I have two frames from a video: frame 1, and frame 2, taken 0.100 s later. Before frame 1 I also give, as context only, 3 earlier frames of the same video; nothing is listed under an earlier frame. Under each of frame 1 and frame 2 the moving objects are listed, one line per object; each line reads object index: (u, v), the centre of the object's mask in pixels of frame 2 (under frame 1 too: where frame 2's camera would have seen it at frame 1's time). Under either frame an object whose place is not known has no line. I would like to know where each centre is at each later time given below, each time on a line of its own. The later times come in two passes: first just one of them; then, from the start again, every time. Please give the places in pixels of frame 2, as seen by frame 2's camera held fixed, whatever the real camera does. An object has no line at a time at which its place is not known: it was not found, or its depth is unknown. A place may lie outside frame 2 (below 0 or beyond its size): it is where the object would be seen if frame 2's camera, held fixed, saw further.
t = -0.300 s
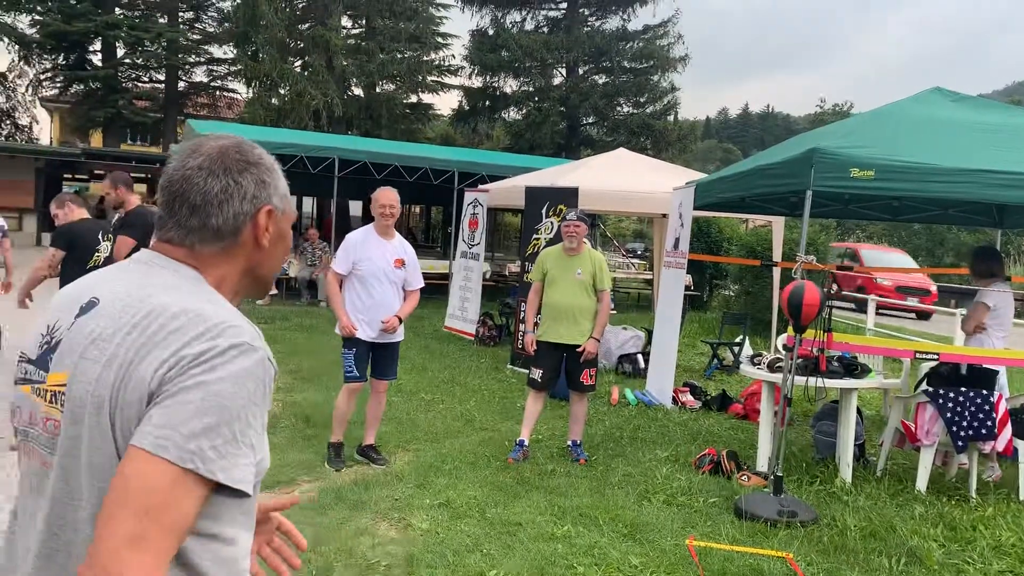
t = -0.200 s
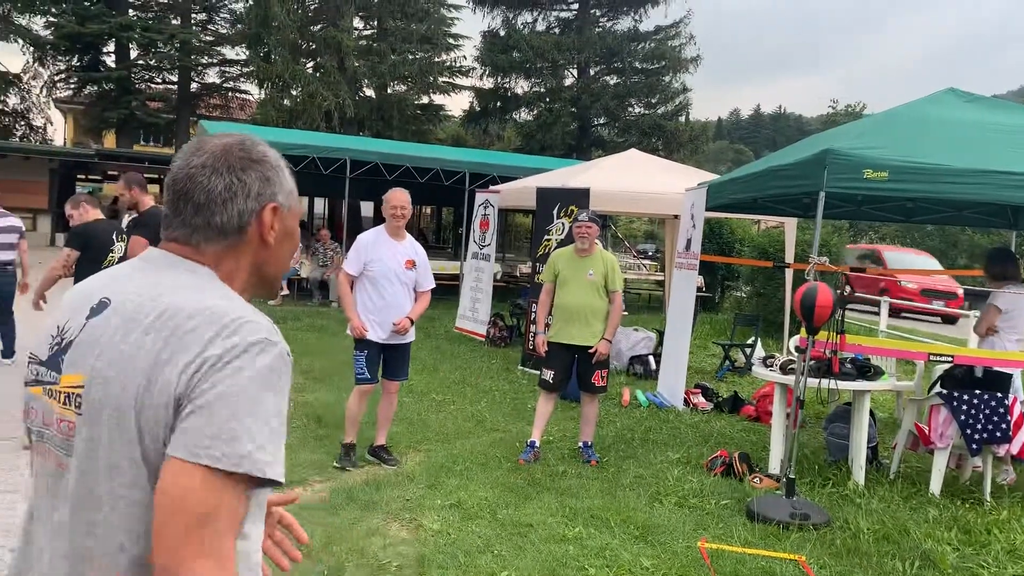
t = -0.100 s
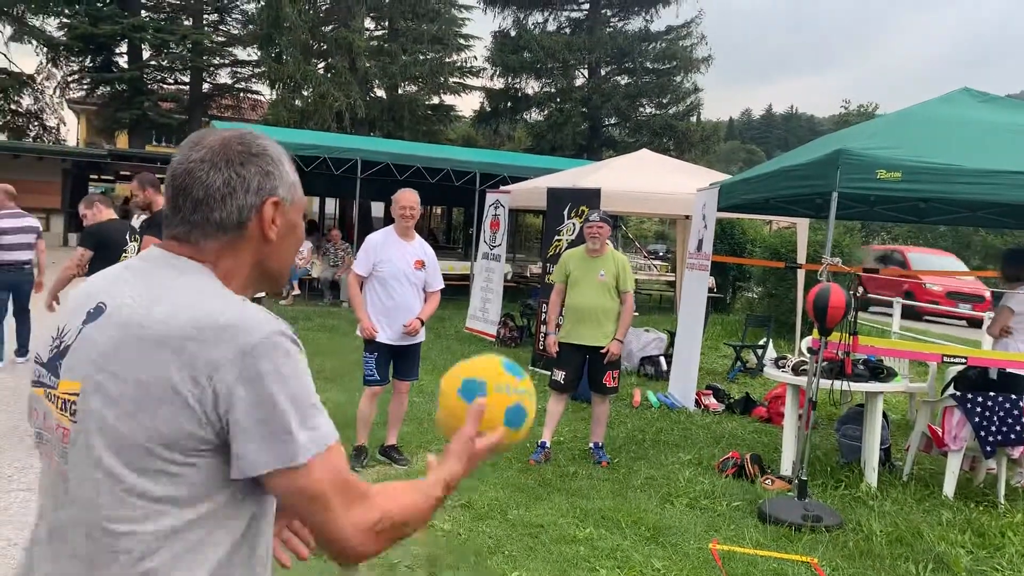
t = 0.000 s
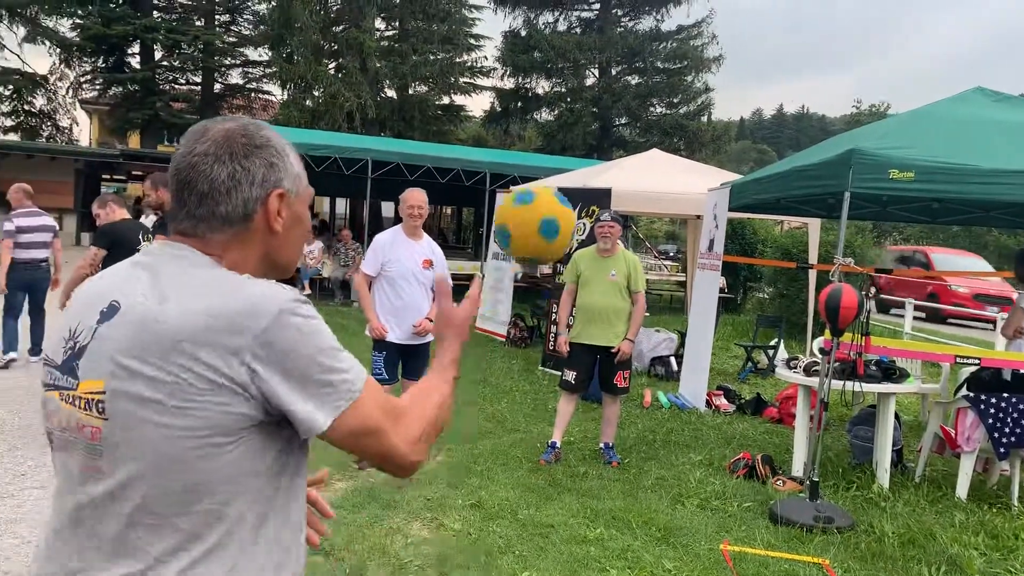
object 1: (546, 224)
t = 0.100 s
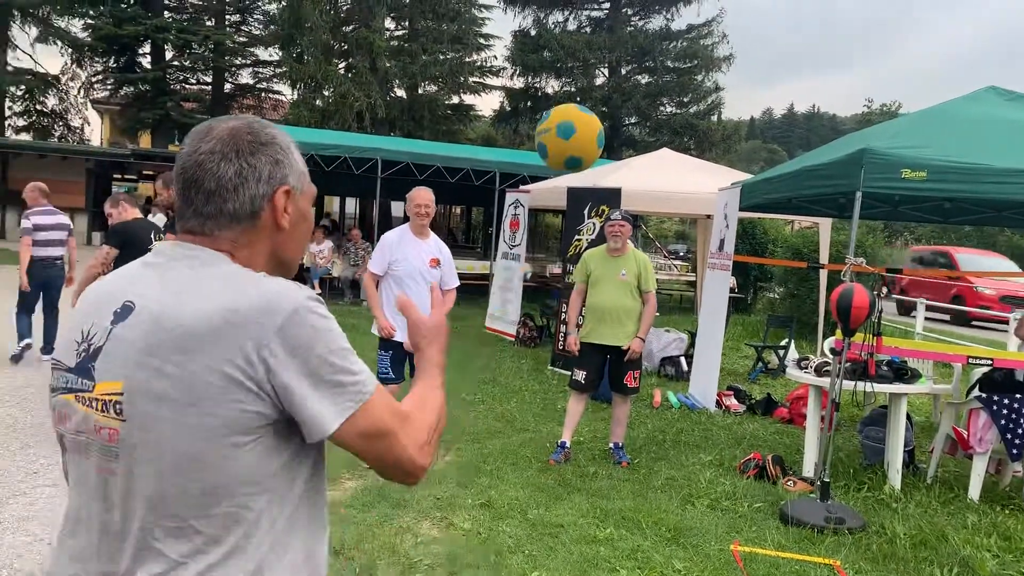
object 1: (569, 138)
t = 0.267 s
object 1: (597, 105)
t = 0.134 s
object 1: (577, 123)
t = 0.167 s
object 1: (583, 113)
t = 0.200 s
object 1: (588, 107)
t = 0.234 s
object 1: (593, 104)
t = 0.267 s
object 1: (597, 105)
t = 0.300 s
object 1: (601, 108)
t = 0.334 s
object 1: (604, 114)
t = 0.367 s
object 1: (607, 122)
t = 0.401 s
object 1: (610, 133)
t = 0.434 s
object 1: (610, 144)
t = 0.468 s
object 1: (609, 158)
